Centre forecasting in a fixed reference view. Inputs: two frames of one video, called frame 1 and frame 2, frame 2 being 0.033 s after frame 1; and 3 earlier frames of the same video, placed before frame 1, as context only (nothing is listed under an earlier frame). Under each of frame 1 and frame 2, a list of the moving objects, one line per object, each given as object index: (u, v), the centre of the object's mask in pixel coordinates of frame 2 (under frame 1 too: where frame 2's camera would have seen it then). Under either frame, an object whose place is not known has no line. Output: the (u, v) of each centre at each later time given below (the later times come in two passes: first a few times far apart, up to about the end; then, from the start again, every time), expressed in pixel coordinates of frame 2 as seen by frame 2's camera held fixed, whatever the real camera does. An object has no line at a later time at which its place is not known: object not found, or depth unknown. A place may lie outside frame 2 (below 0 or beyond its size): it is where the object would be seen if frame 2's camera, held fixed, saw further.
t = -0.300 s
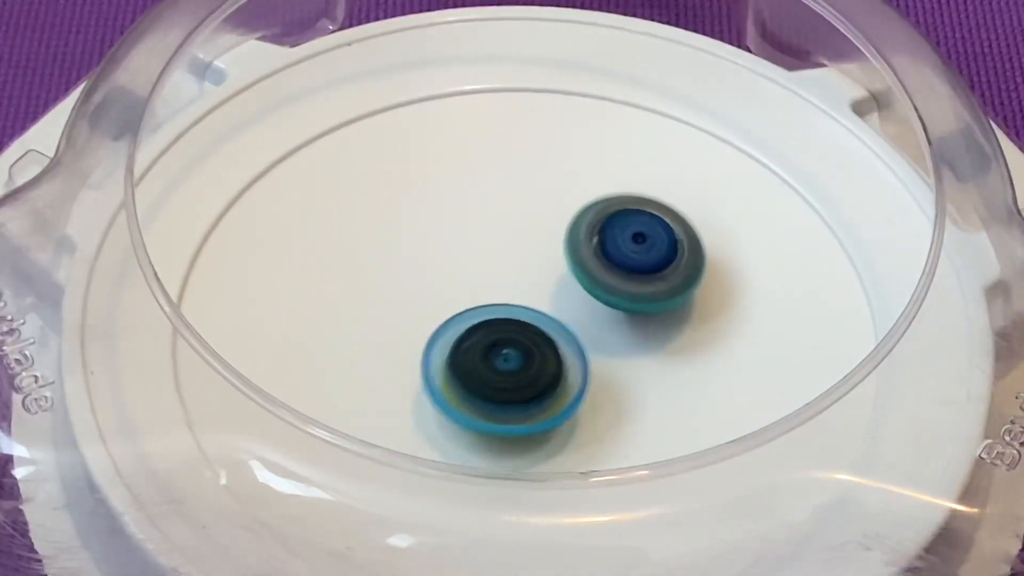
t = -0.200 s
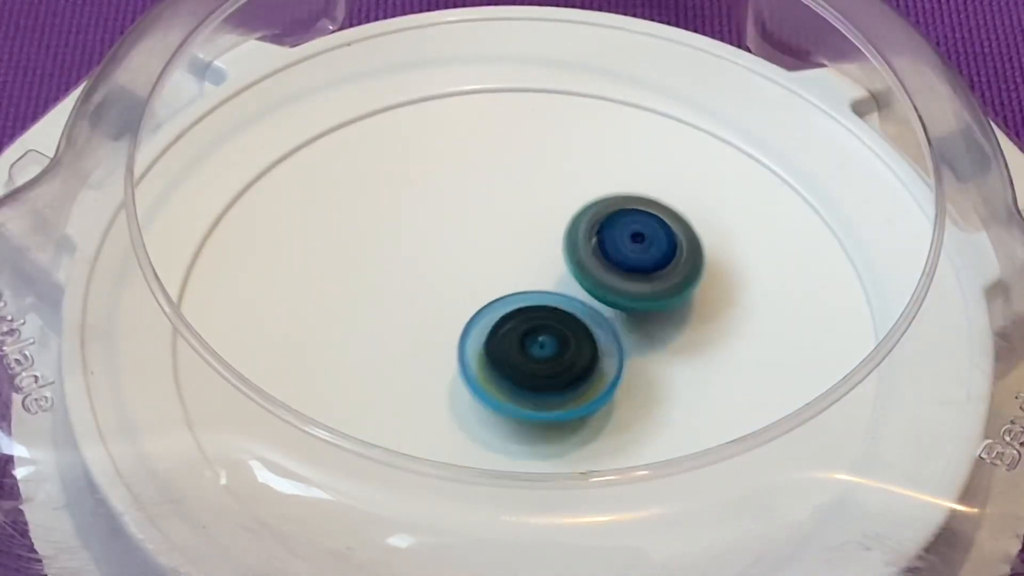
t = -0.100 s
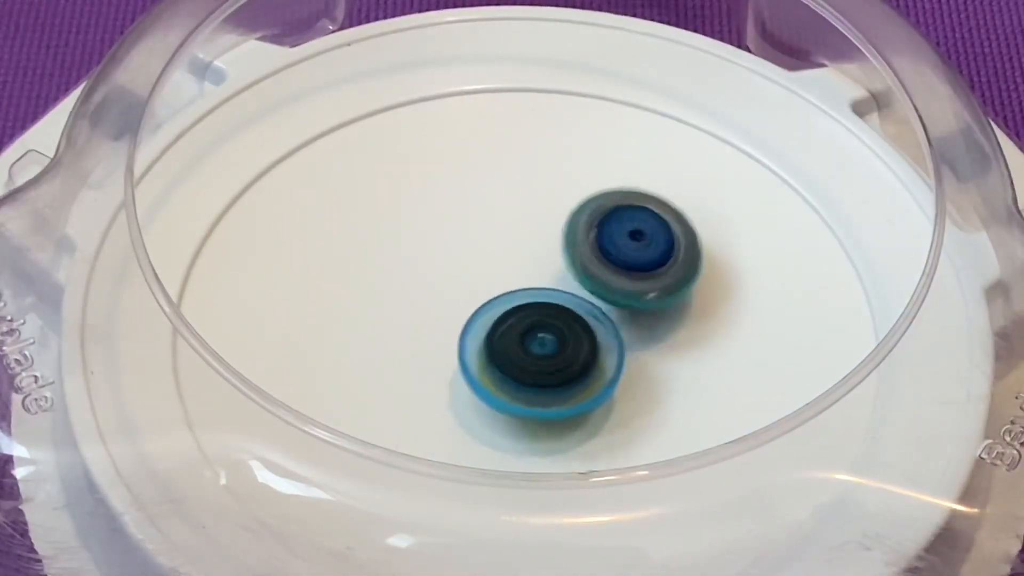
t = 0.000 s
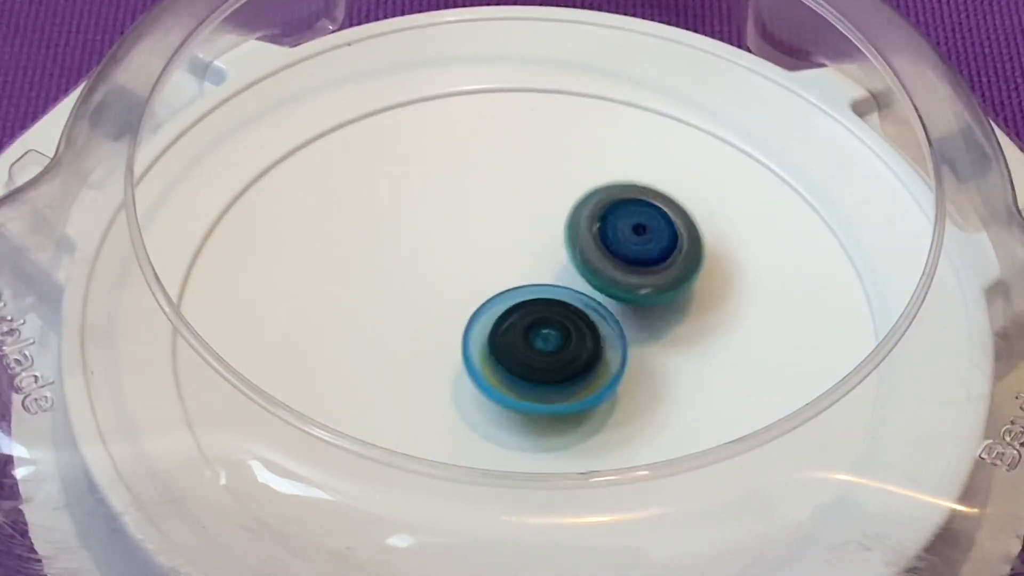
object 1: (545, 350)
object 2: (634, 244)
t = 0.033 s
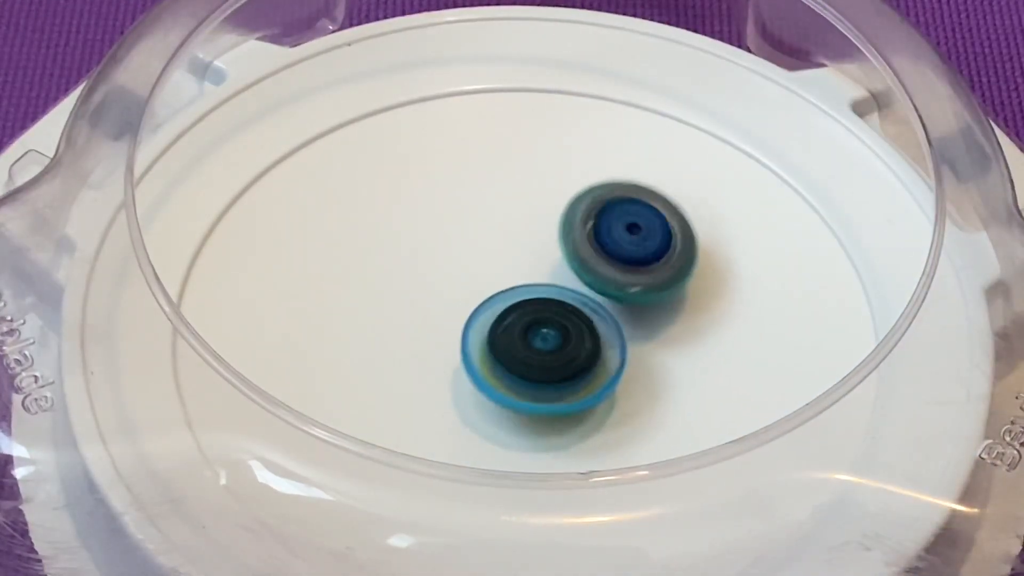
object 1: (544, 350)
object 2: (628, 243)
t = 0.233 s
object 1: (530, 347)
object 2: (621, 243)
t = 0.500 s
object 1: (516, 347)
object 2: (613, 246)
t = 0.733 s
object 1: (503, 344)
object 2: (609, 246)
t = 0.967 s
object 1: (490, 341)
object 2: (607, 244)
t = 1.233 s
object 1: (479, 355)
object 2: (603, 242)
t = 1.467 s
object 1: (494, 355)
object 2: (599, 241)
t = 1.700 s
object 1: (508, 347)
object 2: (598, 241)
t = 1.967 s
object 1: (474, 380)
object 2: (609, 223)
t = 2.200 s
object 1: (495, 393)
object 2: (604, 222)
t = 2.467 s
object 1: (531, 363)
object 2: (599, 221)
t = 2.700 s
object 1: (521, 331)
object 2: (597, 219)
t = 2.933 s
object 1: (496, 327)
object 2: (600, 226)
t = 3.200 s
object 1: (490, 323)
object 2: (598, 230)
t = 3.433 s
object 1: (487, 327)
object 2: (598, 236)
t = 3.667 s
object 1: (464, 361)
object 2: (607, 232)
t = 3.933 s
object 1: (485, 375)
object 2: (608, 230)
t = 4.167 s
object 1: (517, 366)
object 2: (609, 227)
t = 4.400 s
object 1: (540, 336)
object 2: (612, 226)
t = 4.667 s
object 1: (531, 308)
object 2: (621, 225)
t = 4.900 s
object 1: (520, 296)
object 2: (623, 226)
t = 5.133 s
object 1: (518, 298)
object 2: (629, 228)
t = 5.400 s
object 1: (517, 308)
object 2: (634, 230)
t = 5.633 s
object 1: (526, 323)
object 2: (639, 234)
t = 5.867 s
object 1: (539, 338)
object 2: (641, 240)
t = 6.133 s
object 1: (546, 346)
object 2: (640, 245)
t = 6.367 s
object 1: (540, 345)
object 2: (637, 251)
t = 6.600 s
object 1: (512, 348)
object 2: (629, 257)
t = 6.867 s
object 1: (492, 343)
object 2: (614, 260)
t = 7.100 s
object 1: (460, 344)
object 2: (606, 255)
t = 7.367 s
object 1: (451, 344)
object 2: (598, 253)
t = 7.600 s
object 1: (481, 338)
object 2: (592, 251)
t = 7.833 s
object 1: (474, 350)
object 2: (587, 250)
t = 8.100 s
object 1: (506, 354)
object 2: (589, 244)
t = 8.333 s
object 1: (535, 354)
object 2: (598, 242)
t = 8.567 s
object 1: (557, 346)
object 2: (601, 241)
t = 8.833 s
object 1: (552, 334)
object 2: (610, 242)
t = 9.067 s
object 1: (530, 317)
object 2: (618, 245)
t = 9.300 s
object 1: (510, 300)
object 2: (624, 252)
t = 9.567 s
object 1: (495, 290)
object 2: (626, 262)
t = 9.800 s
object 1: (498, 297)
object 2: (633, 279)
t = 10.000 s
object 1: (478, 269)
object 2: (620, 304)
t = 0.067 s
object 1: (540, 350)
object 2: (625, 242)
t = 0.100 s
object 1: (542, 348)
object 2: (624, 241)
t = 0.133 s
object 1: (540, 347)
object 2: (626, 241)
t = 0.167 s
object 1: (534, 348)
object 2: (626, 240)
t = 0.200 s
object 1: (530, 348)
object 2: (623, 243)
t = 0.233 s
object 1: (530, 347)
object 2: (621, 243)
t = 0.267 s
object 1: (530, 346)
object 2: (621, 244)
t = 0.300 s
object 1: (528, 346)
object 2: (623, 243)
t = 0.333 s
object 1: (523, 348)
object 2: (623, 244)
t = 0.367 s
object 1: (521, 348)
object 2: (617, 244)
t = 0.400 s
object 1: (520, 347)
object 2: (615, 245)
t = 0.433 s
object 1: (519, 347)
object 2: (618, 245)
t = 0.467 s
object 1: (518, 347)
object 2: (616, 246)
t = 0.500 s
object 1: (516, 347)
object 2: (613, 246)
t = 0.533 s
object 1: (513, 347)
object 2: (613, 246)
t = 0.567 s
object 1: (511, 347)
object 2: (612, 247)
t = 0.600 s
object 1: (509, 347)
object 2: (611, 246)
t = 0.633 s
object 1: (507, 346)
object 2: (611, 247)
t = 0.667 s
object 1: (506, 345)
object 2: (610, 247)
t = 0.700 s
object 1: (504, 344)
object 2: (609, 246)
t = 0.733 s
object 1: (503, 344)
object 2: (609, 246)
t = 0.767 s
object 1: (502, 343)
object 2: (608, 247)
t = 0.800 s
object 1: (500, 342)
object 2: (607, 246)
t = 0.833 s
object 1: (499, 341)
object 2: (607, 246)
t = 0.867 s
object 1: (498, 341)
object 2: (606, 247)
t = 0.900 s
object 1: (497, 340)
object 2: (606, 246)
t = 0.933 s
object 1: (496, 339)
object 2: (606, 246)
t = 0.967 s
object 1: (490, 341)
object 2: (607, 244)
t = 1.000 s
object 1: (483, 344)
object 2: (607, 242)
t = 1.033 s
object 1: (480, 346)
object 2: (606, 242)
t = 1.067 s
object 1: (479, 348)
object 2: (606, 242)
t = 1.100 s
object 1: (478, 350)
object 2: (605, 242)
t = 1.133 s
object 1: (477, 352)
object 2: (605, 242)
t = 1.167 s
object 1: (478, 353)
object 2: (604, 242)
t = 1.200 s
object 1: (478, 354)
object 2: (604, 242)
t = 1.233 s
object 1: (479, 355)
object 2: (603, 242)
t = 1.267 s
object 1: (480, 356)
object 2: (602, 242)
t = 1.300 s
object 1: (482, 356)
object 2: (602, 241)
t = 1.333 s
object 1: (483, 357)
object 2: (601, 241)
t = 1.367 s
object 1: (485, 357)
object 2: (601, 241)
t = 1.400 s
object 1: (488, 356)
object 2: (600, 241)
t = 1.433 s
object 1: (491, 356)
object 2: (600, 241)
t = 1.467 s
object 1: (494, 355)
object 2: (599, 241)
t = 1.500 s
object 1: (498, 354)
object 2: (599, 241)
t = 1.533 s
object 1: (500, 353)
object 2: (598, 241)
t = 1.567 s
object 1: (503, 351)
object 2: (598, 241)
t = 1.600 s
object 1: (506, 349)
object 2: (598, 241)
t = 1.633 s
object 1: (509, 347)
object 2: (597, 241)
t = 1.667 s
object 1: (508, 347)
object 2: (599, 239)
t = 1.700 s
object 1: (508, 347)
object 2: (598, 241)
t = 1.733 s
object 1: (508, 347)
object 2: (595, 240)
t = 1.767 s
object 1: (507, 346)
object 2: (599, 239)
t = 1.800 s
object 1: (506, 347)
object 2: (598, 240)
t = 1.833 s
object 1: (487, 360)
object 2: (608, 227)
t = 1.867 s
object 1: (477, 367)
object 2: (611, 225)
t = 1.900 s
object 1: (474, 371)
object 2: (608, 227)
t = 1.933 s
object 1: (473, 376)
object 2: (606, 224)
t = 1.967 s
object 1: (474, 380)
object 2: (609, 223)
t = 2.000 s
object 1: (474, 383)
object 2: (606, 225)
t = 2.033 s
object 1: (476, 386)
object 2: (606, 223)
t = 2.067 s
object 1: (479, 388)
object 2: (607, 224)
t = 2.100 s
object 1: (482, 390)
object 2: (604, 223)
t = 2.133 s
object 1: (486, 391)
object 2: (606, 223)
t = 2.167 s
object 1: (490, 392)
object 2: (604, 223)
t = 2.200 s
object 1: (495, 393)
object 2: (604, 222)
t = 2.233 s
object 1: (500, 391)
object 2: (603, 223)
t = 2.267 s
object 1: (505, 390)
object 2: (602, 222)
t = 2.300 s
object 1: (511, 387)
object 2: (602, 222)
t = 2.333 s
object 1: (516, 384)
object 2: (600, 222)
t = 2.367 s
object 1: (521, 380)
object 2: (601, 221)
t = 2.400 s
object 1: (524, 374)
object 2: (600, 222)
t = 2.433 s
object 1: (528, 370)
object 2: (598, 221)
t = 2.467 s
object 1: (531, 363)
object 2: (599, 221)
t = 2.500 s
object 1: (532, 358)
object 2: (597, 221)
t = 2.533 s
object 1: (534, 350)
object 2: (597, 221)
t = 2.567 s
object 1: (533, 344)
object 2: (597, 221)
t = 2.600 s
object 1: (534, 338)
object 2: (595, 220)
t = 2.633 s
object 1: (528, 338)
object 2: (600, 216)
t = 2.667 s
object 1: (524, 336)
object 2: (600, 218)
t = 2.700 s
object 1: (521, 331)
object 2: (597, 219)
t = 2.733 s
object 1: (515, 332)
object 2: (601, 220)
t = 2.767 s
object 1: (511, 330)
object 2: (599, 222)
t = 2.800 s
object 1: (508, 329)
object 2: (601, 223)
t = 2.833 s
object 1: (505, 327)
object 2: (599, 224)
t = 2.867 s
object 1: (501, 328)
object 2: (601, 223)
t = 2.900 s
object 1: (498, 327)
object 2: (600, 226)
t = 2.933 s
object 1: (496, 327)
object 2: (600, 226)
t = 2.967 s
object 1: (495, 326)
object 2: (600, 227)
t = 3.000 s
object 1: (493, 326)
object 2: (598, 227)
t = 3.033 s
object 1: (492, 325)
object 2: (600, 228)
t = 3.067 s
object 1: (491, 325)
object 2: (597, 228)
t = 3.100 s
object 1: (491, 324)
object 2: (599, 228)
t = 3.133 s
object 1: (491, 324)
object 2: (597, 229)
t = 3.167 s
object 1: (490, 324)
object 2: (598, 228)
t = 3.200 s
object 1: (490, 323)
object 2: (598, 230)
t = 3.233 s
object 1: (488, 324)
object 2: (599, 228)
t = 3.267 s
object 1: (485, 326)
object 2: (602, 230)
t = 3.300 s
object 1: (484, 326)
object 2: (599, 233)
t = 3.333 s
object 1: (484, 327)
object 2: (600, 235)
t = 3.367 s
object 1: (485, 326)
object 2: (598, 235)
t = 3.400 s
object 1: (486, 327)
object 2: (599, 235)
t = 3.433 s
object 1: (487, 327)
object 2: (598, 236)
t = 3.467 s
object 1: (490, 328)
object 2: (597, 236)
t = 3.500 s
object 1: (480, 334)
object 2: (606, 232)
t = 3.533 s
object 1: (471, 342)
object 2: (612, 231)
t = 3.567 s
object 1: (466, 347)
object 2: (609, 232)
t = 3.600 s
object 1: (465, 352)
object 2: (608, 233)
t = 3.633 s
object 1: (464, 357)
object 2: (609, 233)
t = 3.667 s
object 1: (464, 361)
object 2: (607, 232)
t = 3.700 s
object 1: (466, 364)
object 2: (608, 232)
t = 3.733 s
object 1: (467, 367)
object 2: (608, 232)
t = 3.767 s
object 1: (469, 369)
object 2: (607, 231)
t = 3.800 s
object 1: (472, 371)
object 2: (608, 231)
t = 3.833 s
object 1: (475, 373)
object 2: (608, 231)
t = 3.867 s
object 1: (478, 374)
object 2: (607, 230)
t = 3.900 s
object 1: (481, 375)
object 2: (608, 230)
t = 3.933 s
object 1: (485, 375)
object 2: (608, 230)
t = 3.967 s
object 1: (488, 375)
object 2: (607, 229)
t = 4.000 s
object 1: (493, 375)
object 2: (608, 229)
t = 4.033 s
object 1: (497, 374)
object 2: (608, 229)
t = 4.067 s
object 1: (501, 373)
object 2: (608, 228)
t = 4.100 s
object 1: (507, 371)
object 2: (609, 228)
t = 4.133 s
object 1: (511, 369)
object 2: (608, 228)
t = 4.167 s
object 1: (517, 366)
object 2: (609, 227)
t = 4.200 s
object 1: (521, 363)
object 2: (609, 227)
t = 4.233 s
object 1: (525, 359)
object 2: (609, 227)
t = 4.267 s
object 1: (530, 354)
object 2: (611, 227)
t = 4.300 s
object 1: (533, 351)
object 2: (610, 227)
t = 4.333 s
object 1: (535, 345)
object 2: (611, 227)
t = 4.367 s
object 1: (538, 340)
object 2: (611, 226)
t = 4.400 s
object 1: (540, 336)
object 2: (612, 226)
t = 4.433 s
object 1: (542, 329)
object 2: (612, 226)
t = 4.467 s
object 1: (543, 325)
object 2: (613, 225)
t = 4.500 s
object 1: (543, 320)
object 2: (614, 225)
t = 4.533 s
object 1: (543, 314)
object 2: (615, 224)
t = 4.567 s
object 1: (541, 312)
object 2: (618, 224)
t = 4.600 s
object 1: (538, 309)
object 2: (620, 224)
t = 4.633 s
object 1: (534, 309)
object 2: (621, 224)
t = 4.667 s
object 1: (531, 308)
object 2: (621, 225)
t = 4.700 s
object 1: (528, 304)
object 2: (619, 226)
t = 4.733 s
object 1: (527, 302)
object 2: (620, 225)
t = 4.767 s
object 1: (525, 301)
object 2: (621, 226)
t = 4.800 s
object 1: (523, 299)
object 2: (621, 226)
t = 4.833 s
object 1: (522, 297)
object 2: (622, 226)
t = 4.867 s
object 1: (521, 297)
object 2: (623, 227)
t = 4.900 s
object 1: (520, 296)
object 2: (623, 226)
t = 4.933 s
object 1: (519, 295)
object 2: (624, 227)
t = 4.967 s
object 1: (519, 295)
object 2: (625, 227)
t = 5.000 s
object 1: (519, 296)
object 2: (625, 226)
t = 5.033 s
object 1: (518, 296)
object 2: (627, 227)
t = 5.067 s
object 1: (519, 296)
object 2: (626, 227)
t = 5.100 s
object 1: (519, 297)
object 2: (627, 227)
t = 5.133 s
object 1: (518, 298)
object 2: (629, 228)
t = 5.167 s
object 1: (518, 299)
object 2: (628, 228)
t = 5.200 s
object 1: (519, 300)
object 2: (629, 228)
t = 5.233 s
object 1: (518, 302)
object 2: (631, 229)
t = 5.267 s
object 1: (518, 303)
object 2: (631, 229)
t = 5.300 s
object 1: (518, 304)
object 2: (632, 229)
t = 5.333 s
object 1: (518, 306)
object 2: (634, 230)
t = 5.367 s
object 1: (517, 307)
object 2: (633, 230)
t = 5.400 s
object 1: (517, 308)
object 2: (634, 230)
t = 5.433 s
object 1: (518, 310)
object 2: (636, 231)
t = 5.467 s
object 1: (519, 312)
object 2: (635, 232)
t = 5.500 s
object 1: (520, 314)
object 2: (636, 231)
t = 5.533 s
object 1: (521, 315)
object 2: (638, 233)
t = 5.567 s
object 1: (523, 318)
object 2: (637, 234)
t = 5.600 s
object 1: (524, 321)
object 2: (637, 233)
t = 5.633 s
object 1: (526, 323)
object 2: (639, 234)
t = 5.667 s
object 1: (527, 325)
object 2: (639, 235)
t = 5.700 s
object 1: (529, 327)
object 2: (638, 235)
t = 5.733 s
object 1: (530, 330)
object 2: (640, 236)
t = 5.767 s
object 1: (532, 332)
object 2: (639, 237)
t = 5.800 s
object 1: (534, 334)
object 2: (639, 237)
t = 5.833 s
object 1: (537, 336)
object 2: (641, 238)
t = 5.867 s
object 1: (539, 338)
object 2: (641, 240)
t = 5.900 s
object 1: (540, 340)
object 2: (639, 240)
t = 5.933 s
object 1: (541, 342)
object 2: (641, 240)
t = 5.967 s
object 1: (543, 343)
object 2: (640, 242)
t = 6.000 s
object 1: (544, 344)
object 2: (639, 242)
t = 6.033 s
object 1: (545, 345)
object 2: (641, 243)
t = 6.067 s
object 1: (545, 346)
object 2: (640, 245)
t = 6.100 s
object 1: (546, 346)
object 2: (639, 245)
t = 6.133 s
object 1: (546, 346)
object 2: (640, 245)
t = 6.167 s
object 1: (546, 346)
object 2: (641, 247)
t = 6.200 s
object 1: (545, 346)
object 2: (638, 247)
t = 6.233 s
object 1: (545, 346)
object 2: (638, 247)
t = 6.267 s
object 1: (544, 345)
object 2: (639, 249)
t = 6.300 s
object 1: (544, 345)
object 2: (636, 250)
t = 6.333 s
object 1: (543, 344)
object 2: (636, 249)
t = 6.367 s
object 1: (540, 345)
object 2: (637, 251)
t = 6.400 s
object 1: (538, 345)
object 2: (636, 253)
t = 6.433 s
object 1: (530, 347)
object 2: (639, 251)
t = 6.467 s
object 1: (526, 347)
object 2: (635, 253)
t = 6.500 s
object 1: (524, 348)
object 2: (631, 252)
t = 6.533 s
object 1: (520, 349)
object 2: (631, 252)
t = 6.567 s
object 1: (515, 349)
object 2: (632, 254)
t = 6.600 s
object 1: (512, 348)
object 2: (629, 257)
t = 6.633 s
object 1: (509, 348)
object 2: (626, 255)
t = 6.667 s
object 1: (507, 348)
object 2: (628, 256)
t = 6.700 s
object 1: (504, 348)
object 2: (626, 259)
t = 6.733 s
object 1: (501, 348)
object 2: (621, 257)
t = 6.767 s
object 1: (498, 347)
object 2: (620, 258)
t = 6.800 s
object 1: (495, 346)
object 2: (621, 259)
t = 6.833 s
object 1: (493, 344)
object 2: (616, 261)
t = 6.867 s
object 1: (492, 343)
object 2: (614, 260)
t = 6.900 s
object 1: (490, 342)
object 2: (615, 260)
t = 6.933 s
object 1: (487, 341)
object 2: (613, 261)
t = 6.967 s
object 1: (484, 340)
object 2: (609, 257)
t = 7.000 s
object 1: (473, 342)
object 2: (615, 258)
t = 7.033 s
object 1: (467, 343)
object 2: (613, 261)
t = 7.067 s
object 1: (464, 344)
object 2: (608, 260)
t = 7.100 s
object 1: (460, 344)
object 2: (606, 255)
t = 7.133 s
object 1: (456, 345)
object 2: (607, 255)
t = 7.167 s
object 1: (452, 345)
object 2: (605, 260)
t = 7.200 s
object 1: (450, 345)
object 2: (600, 257)
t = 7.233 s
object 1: (448, 344)
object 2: (601, 254)
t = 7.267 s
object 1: (448, 344)
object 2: (603, 257)
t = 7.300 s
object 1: (448, 344)
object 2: (598, 258)
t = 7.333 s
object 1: (449, 344)
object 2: (595, 254)
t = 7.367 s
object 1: (451, 344)
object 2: (598, 253)
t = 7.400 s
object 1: (454, 344)
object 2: (596, 256)
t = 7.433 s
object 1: (458, 343)
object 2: (592, 255)
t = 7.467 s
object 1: (462, 341)
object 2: (593, 252)
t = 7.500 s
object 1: (467, 340)
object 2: (594, 254)
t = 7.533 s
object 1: (473, 340)
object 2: (590, 254)
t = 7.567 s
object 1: (477, 339)
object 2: (589, 251)
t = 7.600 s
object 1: (481, 338)
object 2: (592, 251)
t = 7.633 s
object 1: (480, 338)
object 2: (592, 250)
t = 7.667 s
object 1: (470, 343)
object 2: (595, 250)
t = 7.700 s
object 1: (468, 344)
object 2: (591, 252)
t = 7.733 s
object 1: (468, 345)
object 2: (587, 250)
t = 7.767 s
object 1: (469, 346)
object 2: (590, 247)
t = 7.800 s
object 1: (471, 347)
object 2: (591, 249)
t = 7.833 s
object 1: (474, 350)
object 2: (587, 250)
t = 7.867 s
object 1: (477, 351)
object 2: (588, 247)
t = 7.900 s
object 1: (480, 353)
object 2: (590, 247)
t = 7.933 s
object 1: (484, 354)
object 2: (588, 248)
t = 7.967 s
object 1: (488, 355)
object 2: (587, 247)
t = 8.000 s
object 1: (492, 355)
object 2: (589, 246)
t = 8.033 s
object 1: (496, 355)
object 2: (589, 246)
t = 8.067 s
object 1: (501, 355)
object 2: (587, 246)
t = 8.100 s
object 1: (506, 354)
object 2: (589, 244)
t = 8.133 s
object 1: (512, 353)
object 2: (590, 244)
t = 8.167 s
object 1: (517, 352)
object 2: (589, 244)
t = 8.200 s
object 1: (521, 351)
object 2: (591, 243)
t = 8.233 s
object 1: (526, 351)
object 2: (593, 242)
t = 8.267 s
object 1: (529, 351)
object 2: (593, 242)
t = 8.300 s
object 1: (531, 354)
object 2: (597, 239)
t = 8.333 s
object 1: (535, 354)
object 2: (598, 242)
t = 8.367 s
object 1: (539, 354)
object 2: (594, 245)
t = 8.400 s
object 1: (543, 352)
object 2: (594, 245)
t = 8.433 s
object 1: (547, 351)
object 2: (595, 246)
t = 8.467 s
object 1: (550, 350)
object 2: (594, 245)
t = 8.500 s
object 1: (554, 348)
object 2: (595, 243)
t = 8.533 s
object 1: (557, 346)
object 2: (597, 242)
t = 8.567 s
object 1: (557, 346)
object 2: (601, 241)
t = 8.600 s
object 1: (559, 345)
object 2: (602, 242)
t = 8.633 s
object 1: (559, 343)
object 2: (602, 241)
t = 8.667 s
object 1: (560, 342)
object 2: (604, 241)
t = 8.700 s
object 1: (560, 340)
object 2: (606, 241)
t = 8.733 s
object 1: (558, 340)
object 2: (606, 241)
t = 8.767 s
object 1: (556, 338)
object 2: (607, 240)
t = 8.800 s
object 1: (554, 336)
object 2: (608, 240)
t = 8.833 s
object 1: (552, 334)
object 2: (610, 242)
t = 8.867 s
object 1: (550, 332)
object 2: (611, 240)
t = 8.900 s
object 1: (547, 330)
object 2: (614, 244)
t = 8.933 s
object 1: (544, 327)
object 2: (613, 241)
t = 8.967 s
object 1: (541, 325)
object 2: (615, 242)
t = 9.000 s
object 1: (538, 322)
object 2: (617, 240)
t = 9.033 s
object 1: (534, 320)
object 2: (618, 245)
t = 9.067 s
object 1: (530, 317)
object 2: (618, 245)
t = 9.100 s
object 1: (527, 314)
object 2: (621, 246)
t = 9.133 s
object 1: (523, 311)
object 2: (622, 247)
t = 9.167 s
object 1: (520, 309)
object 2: (621, 247)
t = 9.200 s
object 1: (517, 306)
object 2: (622, 247)
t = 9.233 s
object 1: (514, 304)
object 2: (625, 249)
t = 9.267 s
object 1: (512, 302)
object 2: (625, 251)
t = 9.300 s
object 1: (510, 300)
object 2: (624, 252)
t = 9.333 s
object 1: (507, 298)
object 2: (626, 252)
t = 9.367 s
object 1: (505, 296)
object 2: (628, 255)
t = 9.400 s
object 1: (503, 295)
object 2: (626, 257)
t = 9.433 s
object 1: (502, 293)
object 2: (626, 257)
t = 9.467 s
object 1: (500, 292)
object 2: (628, 257)
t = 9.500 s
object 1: (498, 291)
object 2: (630, 260)
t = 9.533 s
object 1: (496, 290)
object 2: (628, 262)
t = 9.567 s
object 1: (495, 290)
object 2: (626, 262)
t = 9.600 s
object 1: (494, 291)
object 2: (629, 263)
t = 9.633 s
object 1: (493, 292)
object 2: (631, 267)
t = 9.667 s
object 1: (492, 294)
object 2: (627, 268)
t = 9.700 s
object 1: (493, 295)
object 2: (626, 268)
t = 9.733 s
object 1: (494, 296)
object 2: (630, 270)
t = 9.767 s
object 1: (497, 297)
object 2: (633, 274)
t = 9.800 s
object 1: (498, 297)
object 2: (633, 279)
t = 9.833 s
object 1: (496, 296)
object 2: (635, 287)
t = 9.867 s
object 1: (492, 290)
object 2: (634, 292)
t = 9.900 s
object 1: (487, 283)
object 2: (633, 299)
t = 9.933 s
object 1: (481, 276)
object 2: (626, 300)
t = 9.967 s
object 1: (478, 271)
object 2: (624, 301)
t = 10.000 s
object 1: (478, 269)
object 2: (620, 304)
